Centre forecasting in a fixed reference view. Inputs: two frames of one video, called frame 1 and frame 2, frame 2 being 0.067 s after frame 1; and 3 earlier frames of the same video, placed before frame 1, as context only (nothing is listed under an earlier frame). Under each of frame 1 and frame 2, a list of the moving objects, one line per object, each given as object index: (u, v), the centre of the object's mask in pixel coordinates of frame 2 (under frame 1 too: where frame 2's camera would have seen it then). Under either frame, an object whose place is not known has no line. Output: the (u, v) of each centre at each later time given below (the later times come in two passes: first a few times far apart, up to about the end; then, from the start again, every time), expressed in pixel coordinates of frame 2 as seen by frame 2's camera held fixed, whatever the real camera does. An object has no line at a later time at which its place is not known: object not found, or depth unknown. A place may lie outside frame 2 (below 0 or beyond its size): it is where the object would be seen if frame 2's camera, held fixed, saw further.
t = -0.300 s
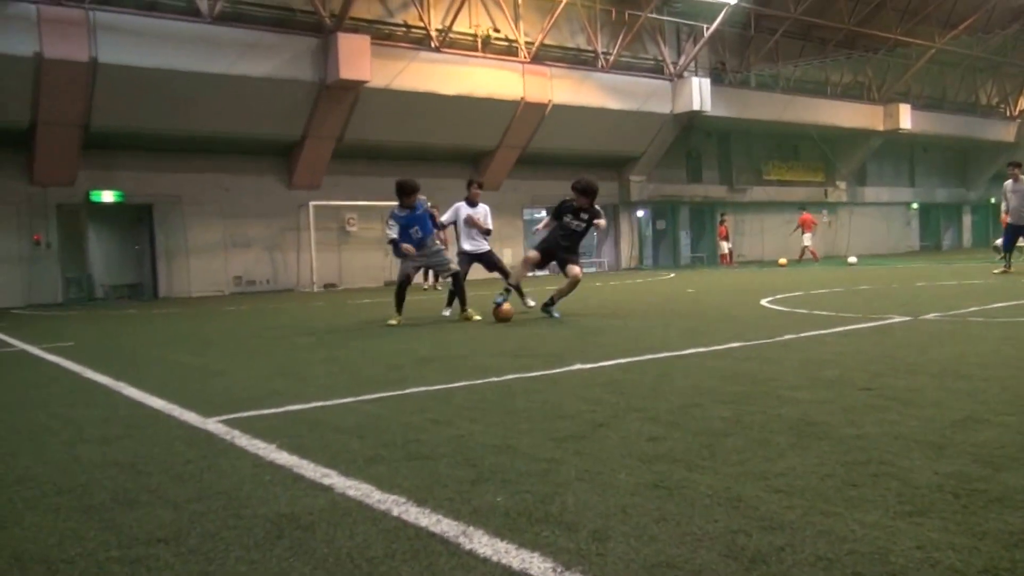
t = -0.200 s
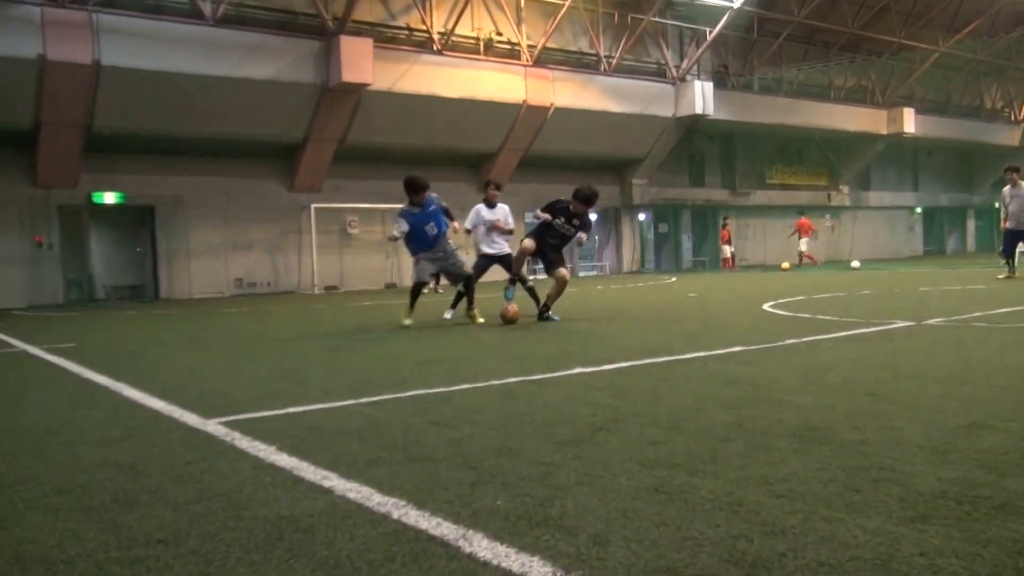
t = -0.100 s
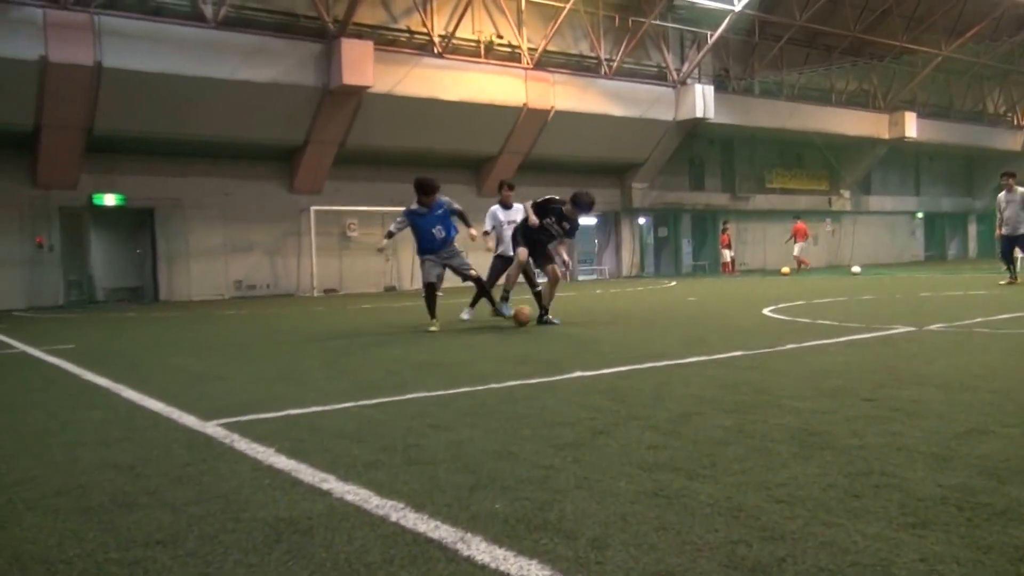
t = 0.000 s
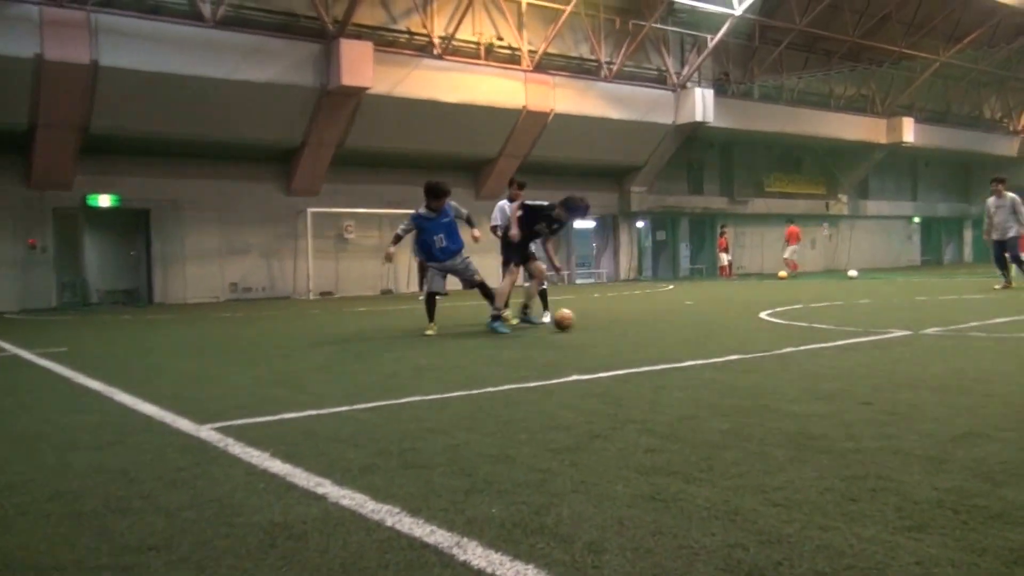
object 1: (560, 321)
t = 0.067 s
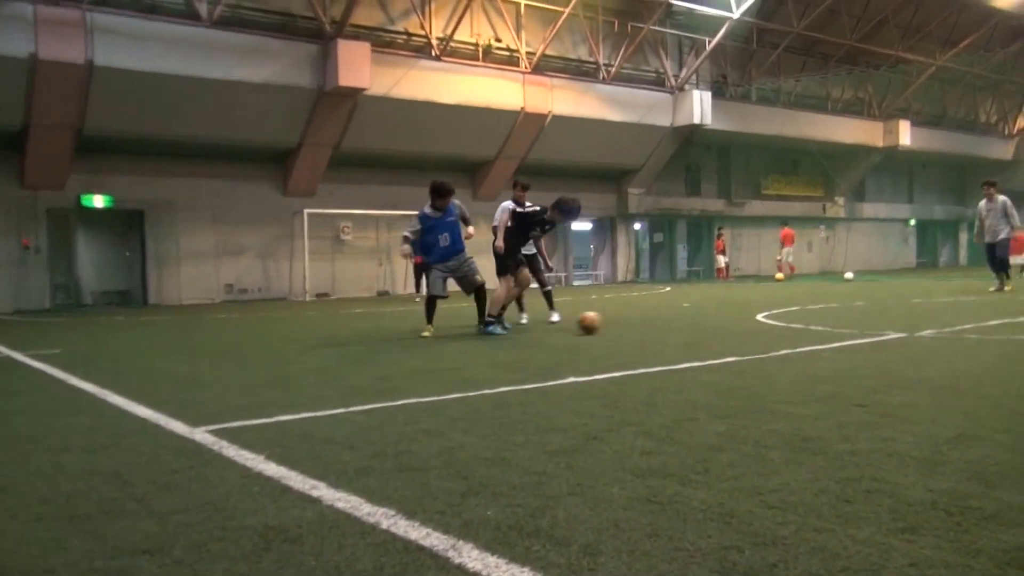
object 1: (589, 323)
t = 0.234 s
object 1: (656, 324)
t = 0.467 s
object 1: (735, 325)
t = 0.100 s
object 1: (603, 323)
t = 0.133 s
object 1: (617, 324)
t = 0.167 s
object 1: (631, 324)
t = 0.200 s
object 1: (644, 324)
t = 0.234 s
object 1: (656, 324)
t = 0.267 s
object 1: (667, 324)
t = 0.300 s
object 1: (680, 324)
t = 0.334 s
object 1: (691, 325)
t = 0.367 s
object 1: (702, 325)
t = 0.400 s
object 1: (713, 325)
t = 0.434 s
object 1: (724, 325)
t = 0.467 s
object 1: (735, 325)
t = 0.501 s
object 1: (746, 326)
